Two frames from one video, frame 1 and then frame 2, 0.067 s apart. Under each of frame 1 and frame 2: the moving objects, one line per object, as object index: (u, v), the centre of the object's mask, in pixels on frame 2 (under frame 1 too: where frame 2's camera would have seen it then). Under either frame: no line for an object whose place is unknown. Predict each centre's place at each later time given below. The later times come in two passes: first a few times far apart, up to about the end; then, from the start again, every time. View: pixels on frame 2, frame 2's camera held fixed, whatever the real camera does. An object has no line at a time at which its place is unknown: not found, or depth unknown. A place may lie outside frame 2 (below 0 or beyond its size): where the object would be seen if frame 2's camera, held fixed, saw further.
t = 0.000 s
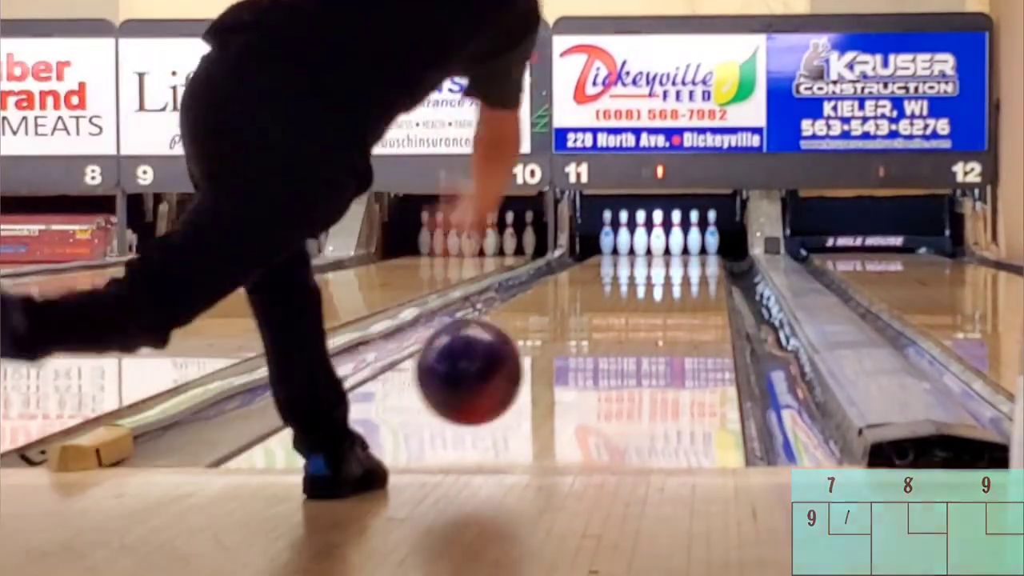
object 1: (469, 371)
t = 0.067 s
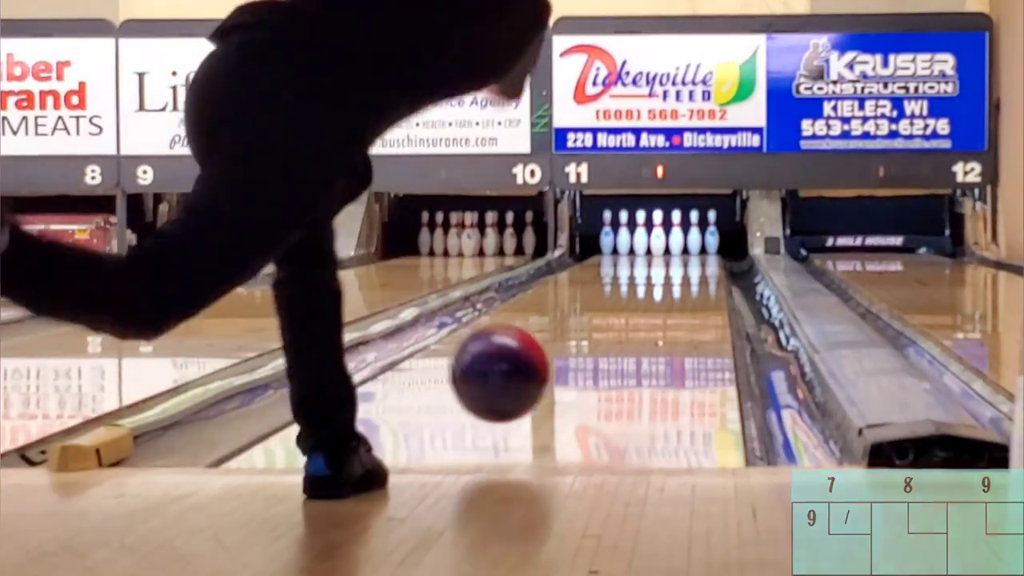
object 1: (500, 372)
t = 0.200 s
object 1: (547, 371)
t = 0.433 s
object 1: (604, 337)
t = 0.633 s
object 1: (637, 315)
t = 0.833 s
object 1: (661, 300)
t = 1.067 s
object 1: (681, 286)
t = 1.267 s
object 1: (693, 276)
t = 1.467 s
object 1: (700, 269)
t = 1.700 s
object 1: (703, 263)
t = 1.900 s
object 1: (703, 257)
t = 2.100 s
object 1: (699, 254)
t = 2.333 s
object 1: (689, 250)
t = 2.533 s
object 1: (675, 249)
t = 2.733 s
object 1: (662, 246)
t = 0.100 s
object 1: (513, 380)
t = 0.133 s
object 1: (525, 384)
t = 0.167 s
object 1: (536, 377)
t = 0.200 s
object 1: (547, 371)
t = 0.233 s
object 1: (557, 366)
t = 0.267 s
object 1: (566, 360)
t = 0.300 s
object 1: (575, 355)
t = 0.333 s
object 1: (583, 350)
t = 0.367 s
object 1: (591, 345)
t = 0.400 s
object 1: (598, 341)
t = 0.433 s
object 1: (604, 337)
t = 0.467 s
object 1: (610, 333)
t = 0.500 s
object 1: (616, 329)
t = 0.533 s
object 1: (622, 326)
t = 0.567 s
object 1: (627, 322)
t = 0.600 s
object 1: (632, 318)
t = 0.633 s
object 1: (637, 315)
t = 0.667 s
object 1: (642, 311)
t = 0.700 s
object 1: (646, 309)
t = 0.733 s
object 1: (650, 306)
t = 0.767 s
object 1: (654, 304)
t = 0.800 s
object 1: (657, 302)
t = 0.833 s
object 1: (661, 300)
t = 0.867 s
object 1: (664, 297)
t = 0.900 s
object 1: (668, 295)
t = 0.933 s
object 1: (670, 293)
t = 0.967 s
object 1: (673, 291)
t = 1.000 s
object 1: (676, 289)
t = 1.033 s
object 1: (679, 288)
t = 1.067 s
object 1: (681, 286)
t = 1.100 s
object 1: (684, 284)
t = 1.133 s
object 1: (685, 282)
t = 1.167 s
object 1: (687, 281)
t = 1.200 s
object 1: (689, 279)
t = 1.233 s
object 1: (691, 278)
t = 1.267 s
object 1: (693, 276)
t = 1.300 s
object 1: (694, 275)
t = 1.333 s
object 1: (696, 273)
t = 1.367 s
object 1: (697, 272)
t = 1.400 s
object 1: (698, 271)
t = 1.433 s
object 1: (699, 270)
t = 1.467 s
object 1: (700, 269)
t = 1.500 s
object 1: (701, 268)
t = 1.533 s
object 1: (702, 267)
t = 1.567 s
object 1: (702, 266)
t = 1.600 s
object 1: (703, 265)
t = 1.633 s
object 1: (703, 264)
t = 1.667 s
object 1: (703, 263)
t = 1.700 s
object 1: (703, 263)
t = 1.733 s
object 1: (704, 262)
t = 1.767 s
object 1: (704, 261)
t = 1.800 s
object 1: (704, 260)
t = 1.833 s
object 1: (704, 259)
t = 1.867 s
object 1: (704, 258)
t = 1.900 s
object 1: (703, 257)
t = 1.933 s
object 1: (703, 257)
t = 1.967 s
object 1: (702, 256)
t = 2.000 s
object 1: (702, 256)
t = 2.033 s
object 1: (701, 255)
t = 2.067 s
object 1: (700, 254)
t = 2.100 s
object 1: (699, 254)
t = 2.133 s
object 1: (698, 254)
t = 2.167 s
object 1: (697, 253)
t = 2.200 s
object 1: (696, 253)
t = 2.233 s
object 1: (694, 252)
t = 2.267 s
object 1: (693, 252)
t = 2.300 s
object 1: (692, 252)
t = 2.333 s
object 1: (689, 250)
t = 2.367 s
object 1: (687, 250)
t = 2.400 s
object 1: (684, 250)
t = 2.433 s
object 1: (681, 250)
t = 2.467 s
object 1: (680, 249)
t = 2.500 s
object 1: (678, 249)
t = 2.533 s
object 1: (675, 249)
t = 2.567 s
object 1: (672, 248)
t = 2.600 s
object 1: (671, 247)
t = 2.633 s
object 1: (669, 247)
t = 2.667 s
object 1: (667, 246)
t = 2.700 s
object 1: (663, 246)
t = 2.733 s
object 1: (662, 246)
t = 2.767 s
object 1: (661, 245)
